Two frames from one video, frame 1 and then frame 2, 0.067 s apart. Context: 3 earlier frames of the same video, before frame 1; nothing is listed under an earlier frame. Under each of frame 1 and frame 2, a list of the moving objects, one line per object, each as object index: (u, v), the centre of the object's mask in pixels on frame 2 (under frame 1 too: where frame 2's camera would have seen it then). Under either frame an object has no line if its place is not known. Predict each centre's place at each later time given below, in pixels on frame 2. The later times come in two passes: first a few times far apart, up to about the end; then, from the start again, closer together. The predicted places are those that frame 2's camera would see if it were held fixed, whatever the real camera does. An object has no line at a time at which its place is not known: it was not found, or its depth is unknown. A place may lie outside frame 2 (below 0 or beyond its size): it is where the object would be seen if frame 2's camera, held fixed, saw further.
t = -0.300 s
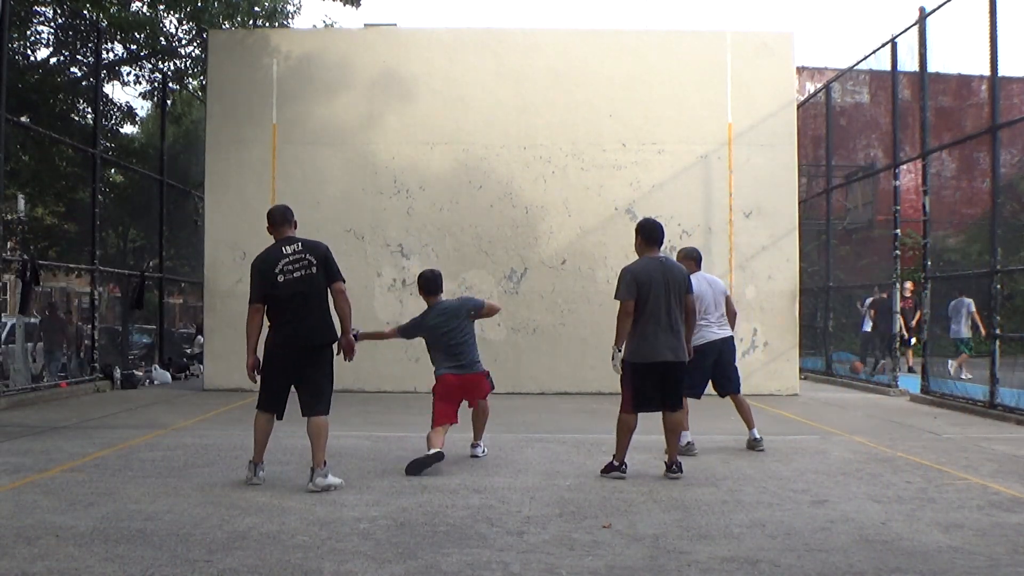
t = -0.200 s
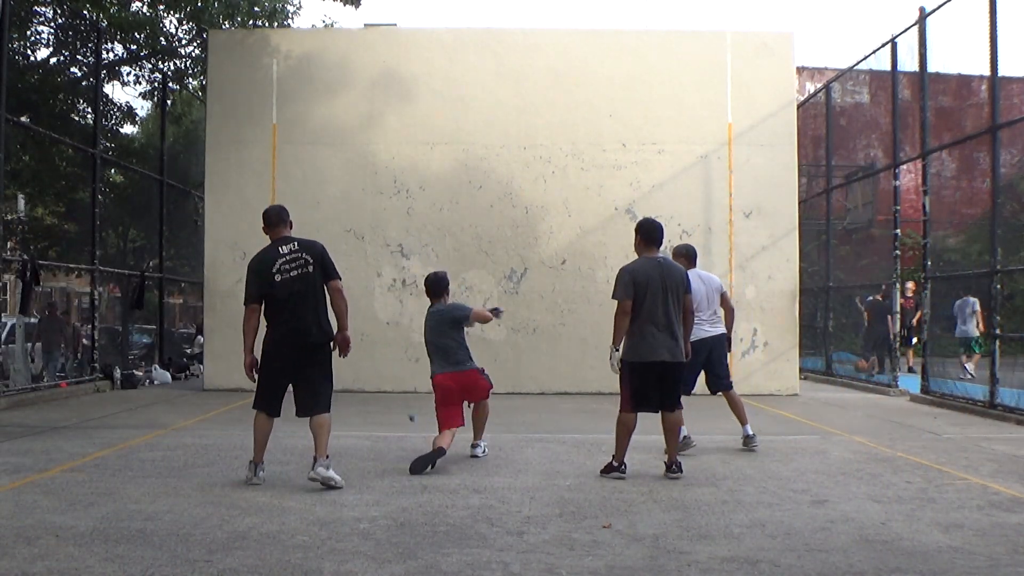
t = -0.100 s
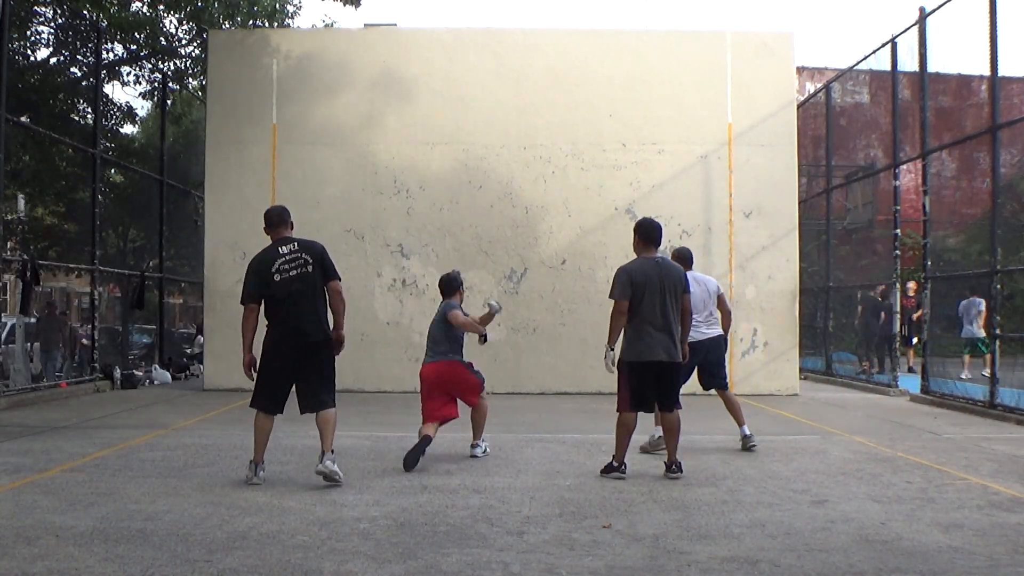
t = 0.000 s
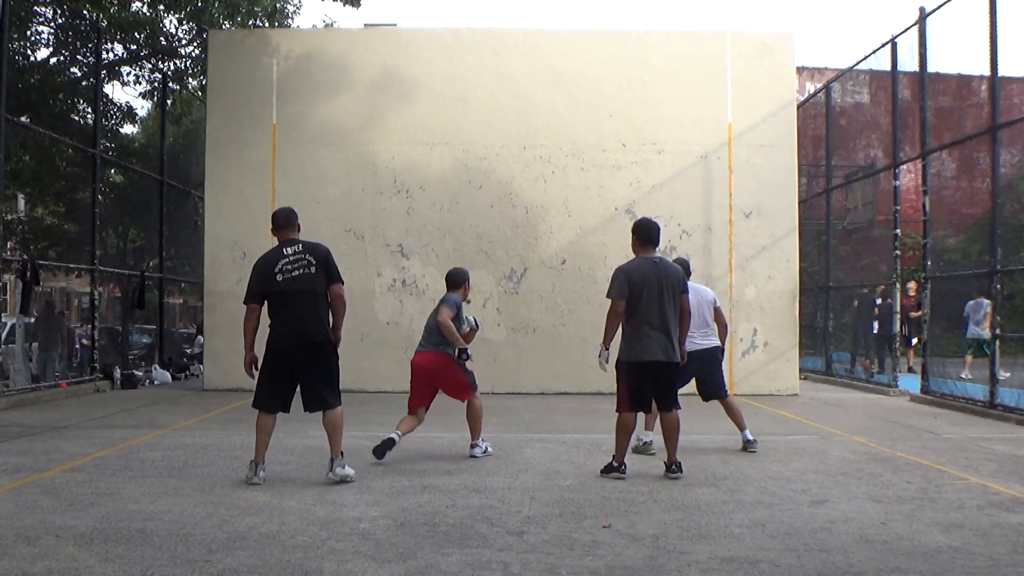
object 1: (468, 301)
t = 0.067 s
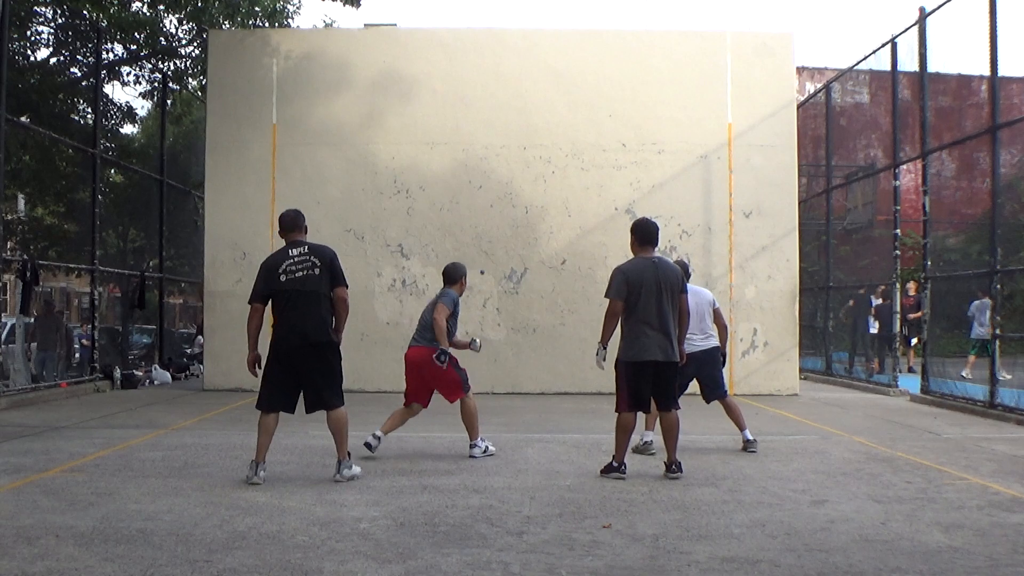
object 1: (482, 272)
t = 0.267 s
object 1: (516, 222)
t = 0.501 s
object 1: (546, 167)
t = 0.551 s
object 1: (552, 158)
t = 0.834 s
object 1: (600, 140)
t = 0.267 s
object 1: (516, 222)
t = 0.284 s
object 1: (518, 220)
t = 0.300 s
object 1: (520, 218)
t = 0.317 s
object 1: (524, 212)
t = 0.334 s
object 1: (525, 209)
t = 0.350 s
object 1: (527, 204)
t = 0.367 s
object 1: (529, 199)
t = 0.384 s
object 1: (531, 195)
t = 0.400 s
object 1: (533, 190)
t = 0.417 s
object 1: (535, 186)
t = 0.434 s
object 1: (537, 182)
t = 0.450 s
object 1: (539, 178)
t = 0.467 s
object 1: (541, 175)
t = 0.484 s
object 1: (543, 171)
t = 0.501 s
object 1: (546, 167)
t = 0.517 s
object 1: (548, 164)
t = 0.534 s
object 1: (550, 161)
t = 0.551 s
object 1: (552, 158)
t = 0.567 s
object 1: (555, 156)
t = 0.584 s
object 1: (558, 153)
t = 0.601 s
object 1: (560, 151)
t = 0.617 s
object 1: (563, 149)
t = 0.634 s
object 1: (565, 147)
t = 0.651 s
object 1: (568, 145)
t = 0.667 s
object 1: (571, 144)
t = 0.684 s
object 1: (573, 142)
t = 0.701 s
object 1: (576, 141)
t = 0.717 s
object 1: (579, 140)
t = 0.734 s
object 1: (582, 139)
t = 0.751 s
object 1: (585, 139)
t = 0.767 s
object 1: (588, 139)
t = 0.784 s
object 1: (591, 139)
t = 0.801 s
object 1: (594, 139)
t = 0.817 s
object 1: (597, 139)
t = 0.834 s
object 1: (600, 140)
